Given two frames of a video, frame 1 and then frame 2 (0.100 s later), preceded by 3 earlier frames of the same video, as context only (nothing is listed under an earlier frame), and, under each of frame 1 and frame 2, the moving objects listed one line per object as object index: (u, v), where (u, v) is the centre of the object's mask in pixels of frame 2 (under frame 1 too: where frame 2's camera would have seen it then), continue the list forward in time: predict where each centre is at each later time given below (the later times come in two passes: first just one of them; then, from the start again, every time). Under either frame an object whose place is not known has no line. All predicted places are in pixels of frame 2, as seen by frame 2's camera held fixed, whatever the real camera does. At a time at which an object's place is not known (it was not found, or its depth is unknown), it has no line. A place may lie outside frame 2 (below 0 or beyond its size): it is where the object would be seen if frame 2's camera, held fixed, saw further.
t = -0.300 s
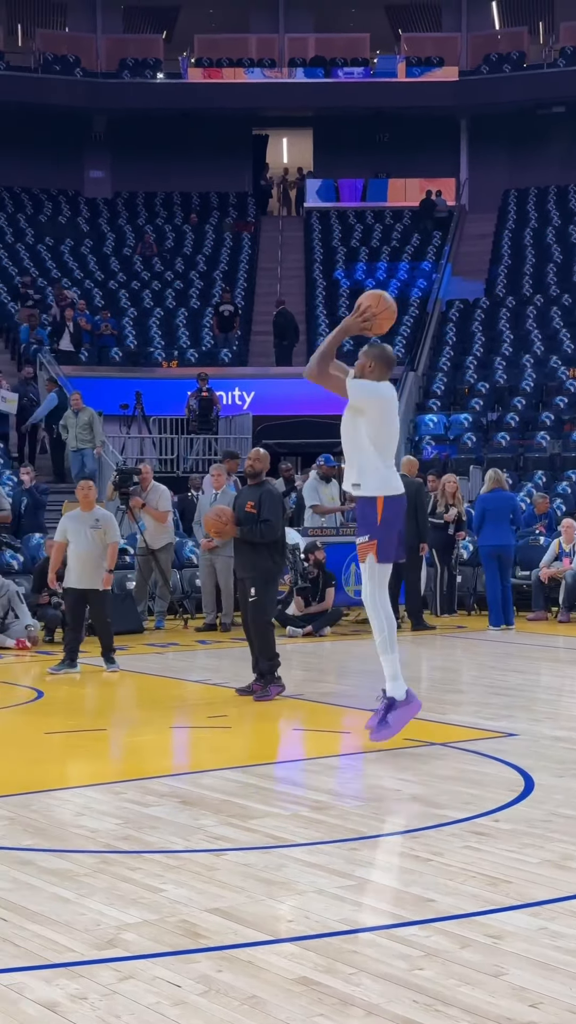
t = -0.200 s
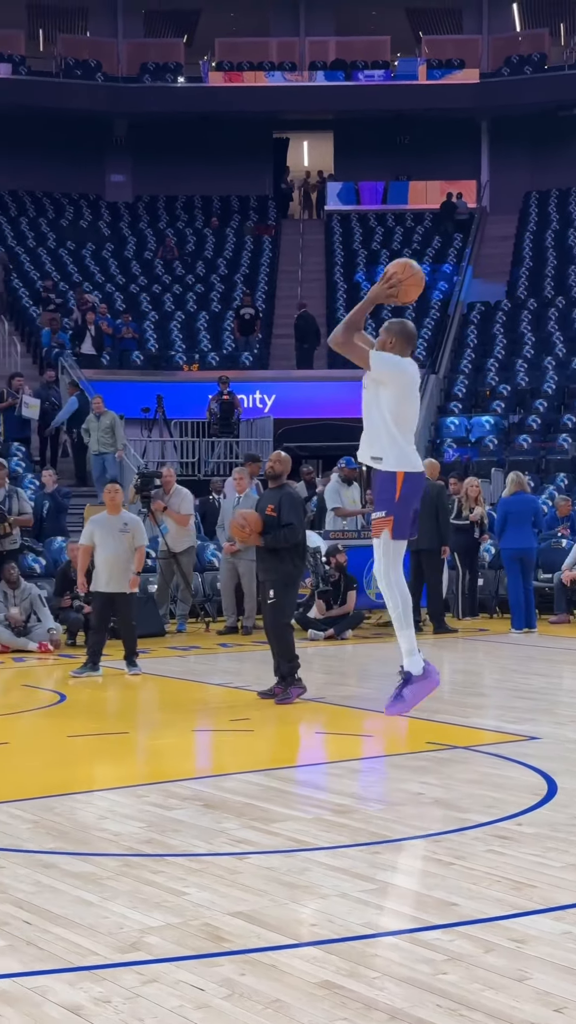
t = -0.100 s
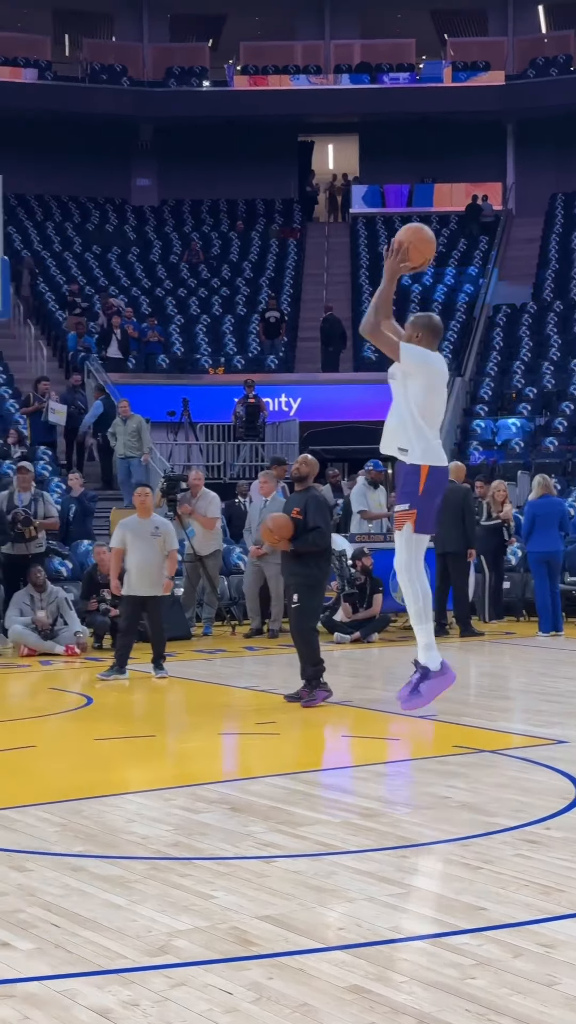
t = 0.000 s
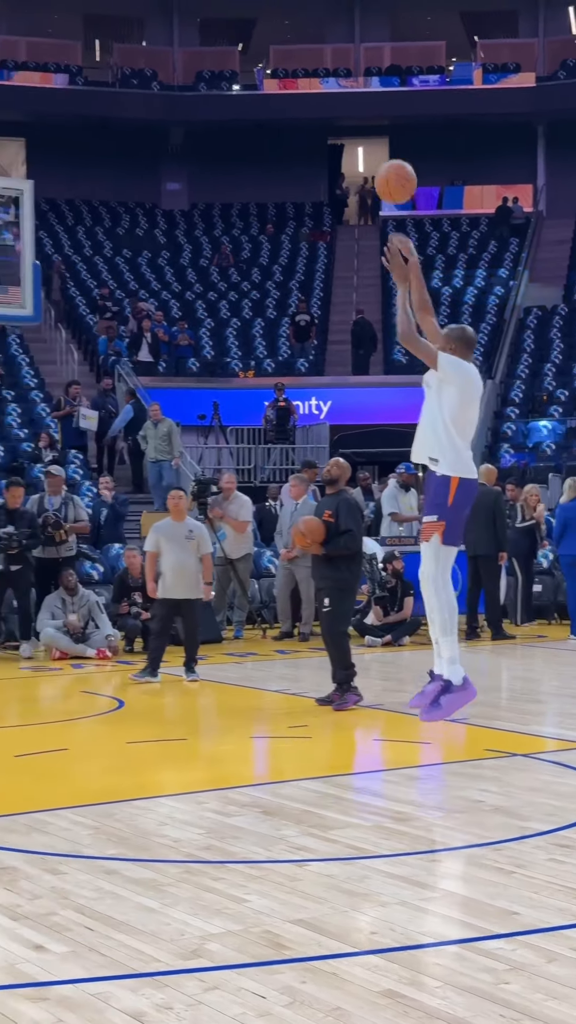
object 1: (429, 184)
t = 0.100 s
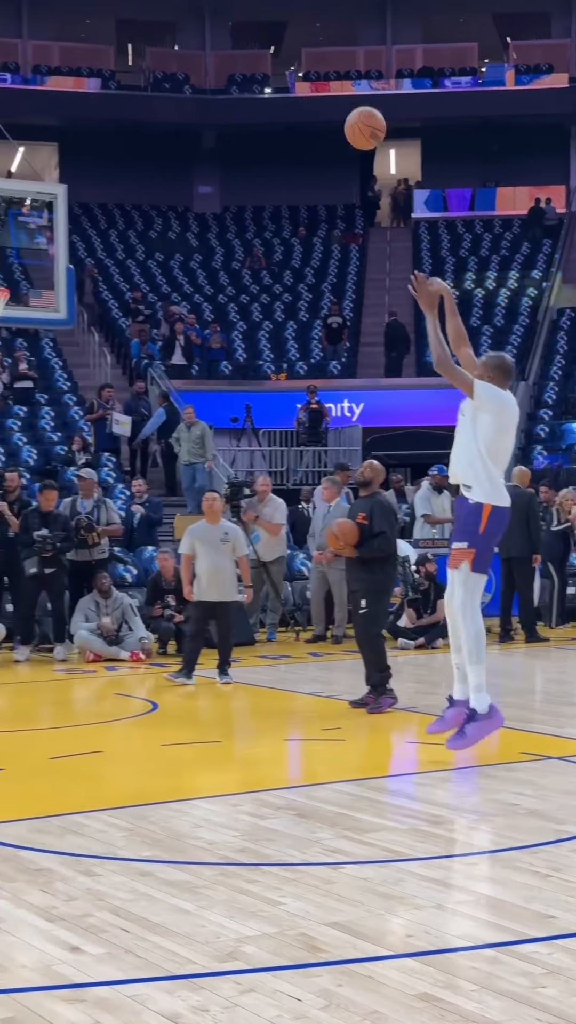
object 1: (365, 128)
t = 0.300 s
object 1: (258, 73)
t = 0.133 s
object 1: (345, 114)
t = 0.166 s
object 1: (327, 102)
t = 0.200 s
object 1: (309, 92)
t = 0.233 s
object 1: (291, 84)
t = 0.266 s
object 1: (274, 77)
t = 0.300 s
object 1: (258, 73)
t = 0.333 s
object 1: (241, 70)
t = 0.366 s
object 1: (226, 69)
